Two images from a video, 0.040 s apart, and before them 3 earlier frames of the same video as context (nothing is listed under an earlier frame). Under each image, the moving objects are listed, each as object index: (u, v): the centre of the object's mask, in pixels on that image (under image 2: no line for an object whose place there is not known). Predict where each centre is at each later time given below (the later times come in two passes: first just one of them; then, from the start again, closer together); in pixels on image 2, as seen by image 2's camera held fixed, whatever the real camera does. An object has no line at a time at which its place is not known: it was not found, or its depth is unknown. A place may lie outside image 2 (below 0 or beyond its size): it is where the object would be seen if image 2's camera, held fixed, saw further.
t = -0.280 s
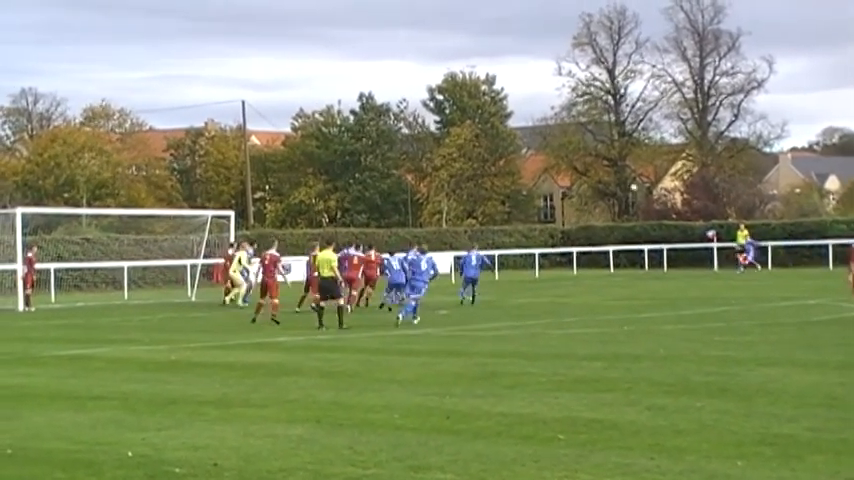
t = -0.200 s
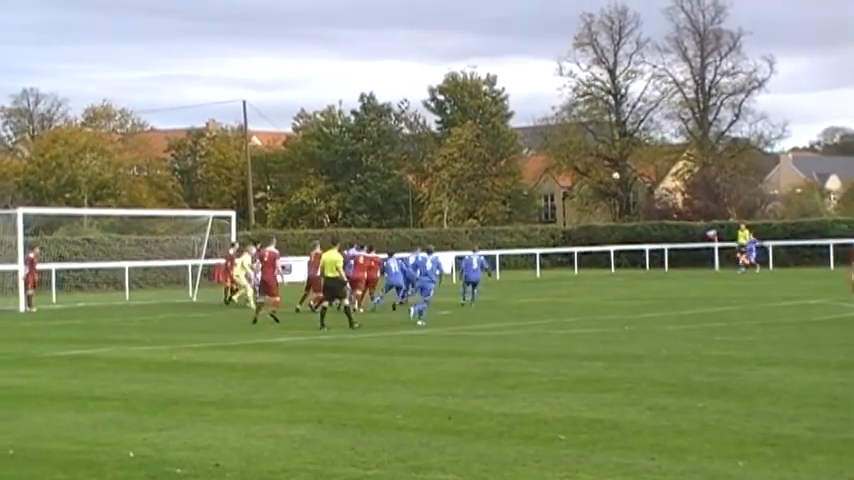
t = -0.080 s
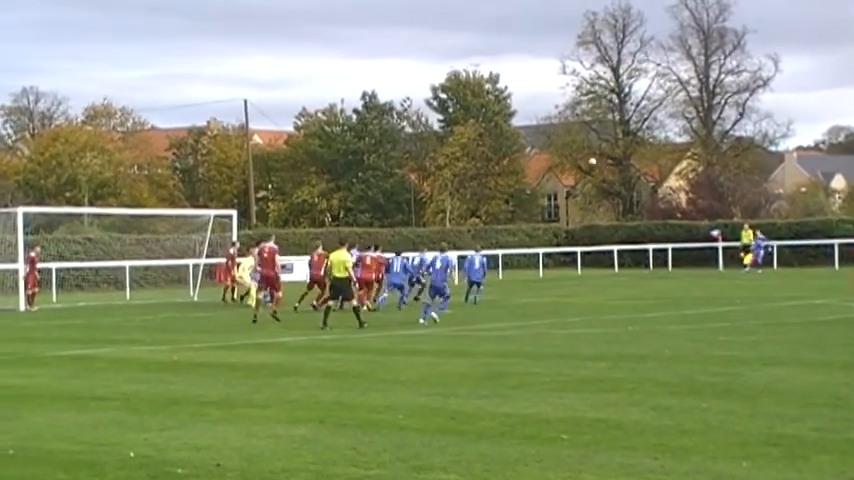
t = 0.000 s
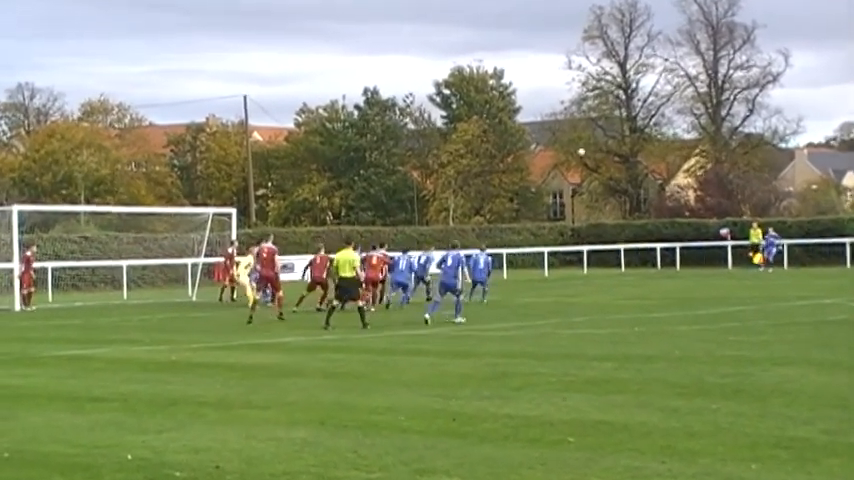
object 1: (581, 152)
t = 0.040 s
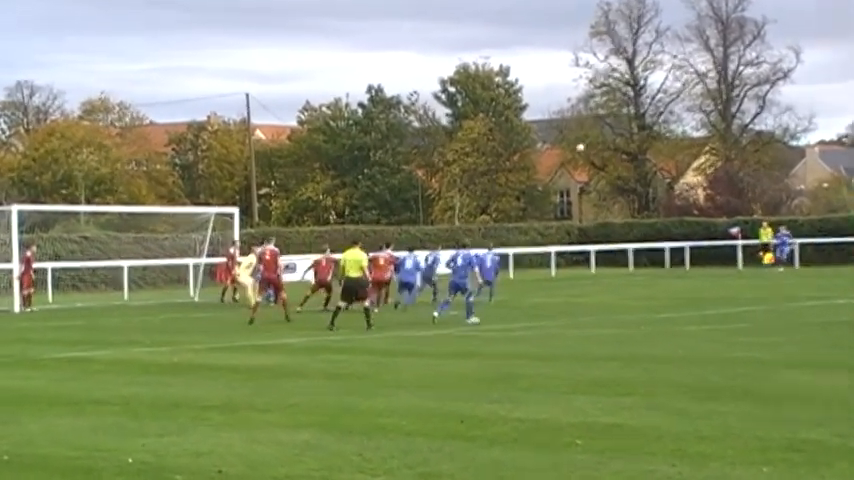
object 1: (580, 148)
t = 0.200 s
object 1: (550, 140)
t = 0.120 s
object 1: (564, 144)
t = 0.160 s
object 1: (558, 142)
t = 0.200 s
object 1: (550, 140)
